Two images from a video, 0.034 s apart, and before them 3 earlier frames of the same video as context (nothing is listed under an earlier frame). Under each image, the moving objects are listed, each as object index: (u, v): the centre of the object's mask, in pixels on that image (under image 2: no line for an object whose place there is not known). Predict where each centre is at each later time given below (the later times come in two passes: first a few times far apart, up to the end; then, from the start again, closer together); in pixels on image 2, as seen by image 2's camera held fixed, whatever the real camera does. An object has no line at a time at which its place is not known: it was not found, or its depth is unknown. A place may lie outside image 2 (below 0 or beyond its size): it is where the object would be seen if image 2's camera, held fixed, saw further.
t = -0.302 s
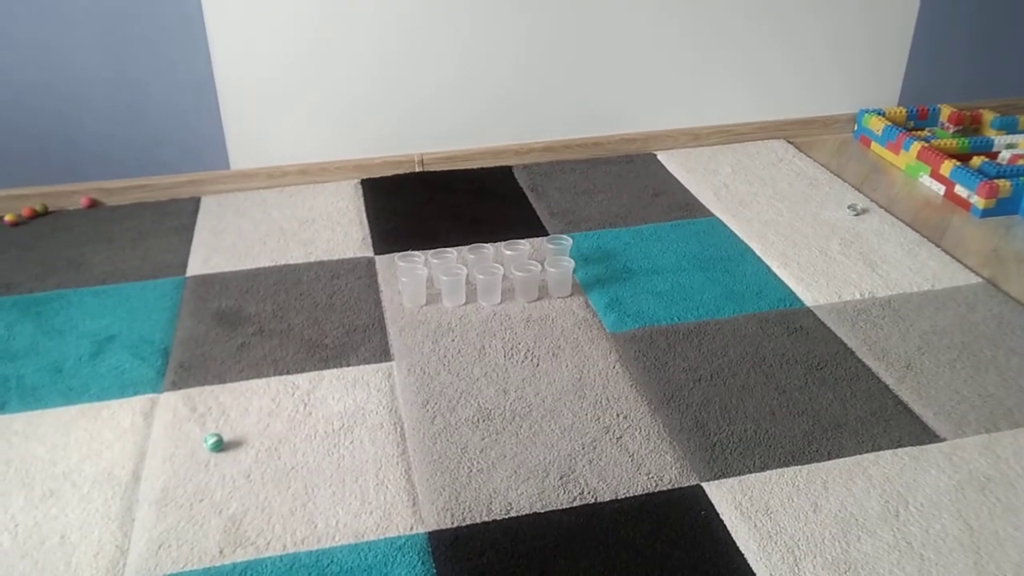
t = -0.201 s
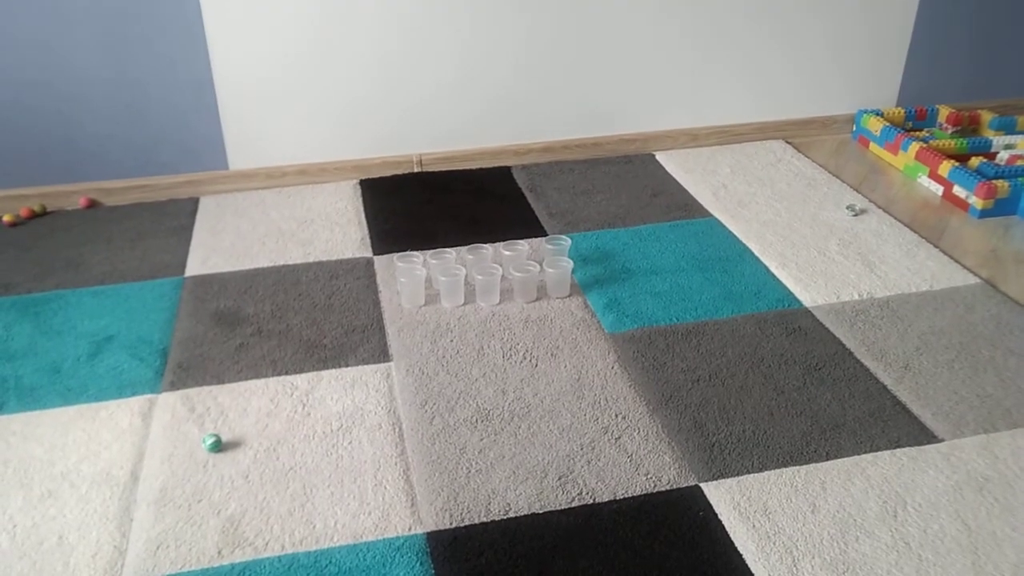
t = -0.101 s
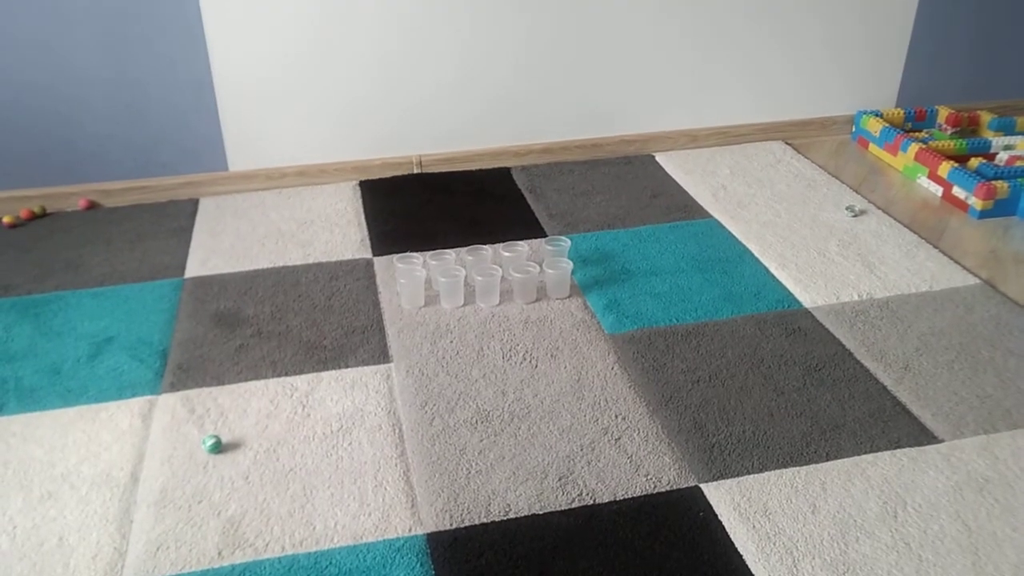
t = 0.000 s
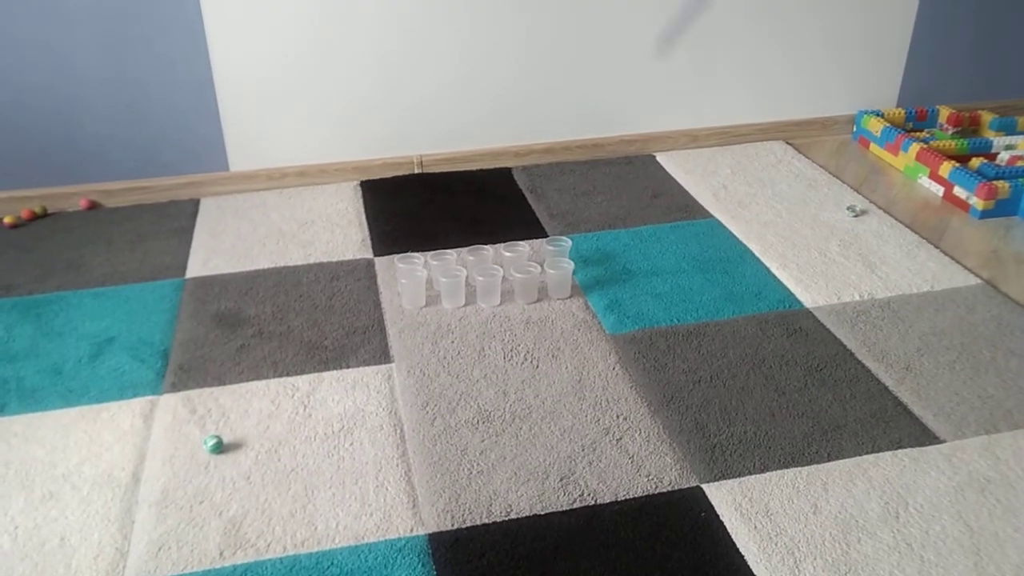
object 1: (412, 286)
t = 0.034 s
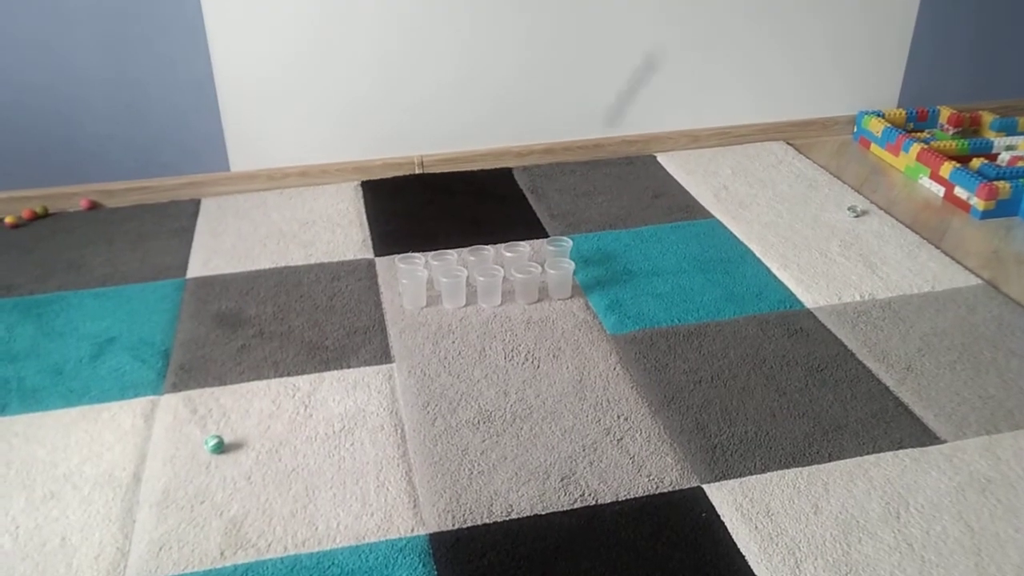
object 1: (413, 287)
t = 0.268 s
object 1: (408, 284)
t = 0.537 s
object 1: (413, 288)
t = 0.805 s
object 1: (412, 286)
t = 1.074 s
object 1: (411, 286)
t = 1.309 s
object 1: (412, 287)
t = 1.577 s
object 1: (412, 287)
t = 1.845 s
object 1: (412, 286)
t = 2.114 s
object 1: (413, 287)
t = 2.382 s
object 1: (413, 287)
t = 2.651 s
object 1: (413, 287)
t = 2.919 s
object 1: (412, 287)
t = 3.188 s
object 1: (413, 287)
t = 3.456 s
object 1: (412, 286)
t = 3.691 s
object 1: (412, 286)
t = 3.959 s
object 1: (412, 286)
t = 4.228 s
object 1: (412, 286)
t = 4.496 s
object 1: (412, 286)
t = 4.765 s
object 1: (412, 286)
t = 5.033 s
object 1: (412, 287)
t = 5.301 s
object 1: (412, 287)
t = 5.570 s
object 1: (412, 286)
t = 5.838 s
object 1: (387, 291)
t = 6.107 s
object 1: (385, 291)
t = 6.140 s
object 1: (385, 291)
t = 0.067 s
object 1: (413, 287)
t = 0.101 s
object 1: (413, 287)
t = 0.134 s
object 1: (413, 286)
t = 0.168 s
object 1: (413, 286)
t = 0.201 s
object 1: (413, 286)
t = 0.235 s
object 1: (412, 286)
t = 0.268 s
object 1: (408, 284)
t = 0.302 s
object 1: (408, 286)
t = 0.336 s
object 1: (406, 285)
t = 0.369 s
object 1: (406, 285)
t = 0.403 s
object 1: (409, 286)
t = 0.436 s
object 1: (412, 288)
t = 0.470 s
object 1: (414, 289)
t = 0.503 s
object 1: (414, 288)
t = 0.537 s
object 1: (413, 288)
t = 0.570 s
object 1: (412, 288)
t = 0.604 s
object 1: (411, 287)
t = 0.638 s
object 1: (411, 287)
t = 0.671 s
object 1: (412, 287)
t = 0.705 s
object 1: (413, 286)
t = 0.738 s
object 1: (412, 286)
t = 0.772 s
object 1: (411, 286)
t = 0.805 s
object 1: (412, 286)
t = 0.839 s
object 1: (412, 286)
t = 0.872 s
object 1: (412, 286)
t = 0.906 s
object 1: (412, 286)
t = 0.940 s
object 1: (412, 286)
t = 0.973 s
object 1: (412, 286)
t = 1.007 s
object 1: (412, 286)
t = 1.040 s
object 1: (412, 286)
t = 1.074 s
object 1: (411, 286)
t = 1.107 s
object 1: (412, 286)
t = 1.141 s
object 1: (411, 286)
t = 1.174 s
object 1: (412, 286)
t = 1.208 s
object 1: (412, 286)
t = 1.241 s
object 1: (412, 286)
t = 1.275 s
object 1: (412, 287)
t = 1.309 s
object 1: (412, 287)
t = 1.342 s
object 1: (412, 287)
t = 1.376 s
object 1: (412, 287)
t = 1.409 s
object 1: (412, 287)
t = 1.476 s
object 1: (412, 286)
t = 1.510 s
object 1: (412, 287)
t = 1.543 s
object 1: (412, 287)
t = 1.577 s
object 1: (412, 287)
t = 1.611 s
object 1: (412, 286)
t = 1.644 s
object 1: (412, 286)
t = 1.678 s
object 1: (412, 287)
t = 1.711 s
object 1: (412, 286)
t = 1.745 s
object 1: (412, 286)
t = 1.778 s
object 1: (412, 286)
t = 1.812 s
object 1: (412, 286)
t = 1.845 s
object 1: (412, 286)
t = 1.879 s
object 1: (412, 286)
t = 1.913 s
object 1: (412, 286)
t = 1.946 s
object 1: (412, 287)
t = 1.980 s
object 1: (412, 287)
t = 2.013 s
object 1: (412, 287)
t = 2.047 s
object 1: (413, 287)
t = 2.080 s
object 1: (413, 287)
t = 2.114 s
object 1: (413, 287)
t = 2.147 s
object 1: (413, 287)
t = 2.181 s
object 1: (412, 286)
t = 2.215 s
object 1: (412, 287)
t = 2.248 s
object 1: (413, 287)
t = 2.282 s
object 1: (413, 287)
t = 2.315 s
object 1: (413, 287)
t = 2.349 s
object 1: (413, 287)
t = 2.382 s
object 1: (413, 287)
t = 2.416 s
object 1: (413, 287)
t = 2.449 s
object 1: (412, 287)
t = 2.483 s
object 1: (412, 287)
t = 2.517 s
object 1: (413, 287)
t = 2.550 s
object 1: (413, 287)
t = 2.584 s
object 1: (413, 287)
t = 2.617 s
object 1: (413, 288)
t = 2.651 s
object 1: (413, 287)
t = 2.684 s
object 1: (413, 287)
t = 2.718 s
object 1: (413, 287)
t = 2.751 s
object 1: (413, 287)
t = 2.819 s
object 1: (413, 288)
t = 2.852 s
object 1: (413, 288)
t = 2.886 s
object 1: (413, 287)
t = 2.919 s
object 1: (412, 287)
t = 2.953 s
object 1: (412, 287)
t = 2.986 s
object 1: (413, 287)
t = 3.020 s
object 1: (413, 287)
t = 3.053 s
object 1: (413, 287)
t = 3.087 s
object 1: (413, 287)
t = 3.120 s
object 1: (413, 287)
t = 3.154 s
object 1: (413, 287)
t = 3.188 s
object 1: (413, 287)
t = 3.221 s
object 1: (413, 287)
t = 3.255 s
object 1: (413, 288)
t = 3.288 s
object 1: (413, 287)
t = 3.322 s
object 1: (413, 287)
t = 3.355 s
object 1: (412, 286)
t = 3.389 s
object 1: (412, 286)
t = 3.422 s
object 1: (412, 286)
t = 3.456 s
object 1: (412, 286)
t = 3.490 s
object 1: (412, 286)
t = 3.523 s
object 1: (412, 286)
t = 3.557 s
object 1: (412, 286)
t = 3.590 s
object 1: (412, 286)
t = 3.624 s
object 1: (412, 287)
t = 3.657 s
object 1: (412, 287)
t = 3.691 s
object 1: (412, 286)
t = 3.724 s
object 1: (412, 286)
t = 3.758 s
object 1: (412, 286)
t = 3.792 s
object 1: (412, 287)
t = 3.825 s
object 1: (412, 287)
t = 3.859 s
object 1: (412, 287)
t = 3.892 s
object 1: (412, 286)
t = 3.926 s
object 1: (412, 286)
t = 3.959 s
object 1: (412, 286)
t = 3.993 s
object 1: (412, 286)
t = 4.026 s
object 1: (412, 286)
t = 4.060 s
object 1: (412, 286)
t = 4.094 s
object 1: (412, 286)
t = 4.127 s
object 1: (412, 286)
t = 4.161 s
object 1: (412, 286)
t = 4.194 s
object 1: (412, 286)
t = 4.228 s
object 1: (412, 286)
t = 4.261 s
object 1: (412, 286)
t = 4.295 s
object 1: (412, 286)
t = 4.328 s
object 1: (411, 286)
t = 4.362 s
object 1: (412, 286)
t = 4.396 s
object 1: (411, 286)
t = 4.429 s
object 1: (411, 286)
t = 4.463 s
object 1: (411, 286)
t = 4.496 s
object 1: (412, 286)
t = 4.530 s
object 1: (411, 286)
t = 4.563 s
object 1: (411, 286)
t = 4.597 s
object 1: (412, 286)
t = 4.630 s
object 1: (412, 286)
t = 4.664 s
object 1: (411, 286)
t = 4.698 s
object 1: (412, 286)
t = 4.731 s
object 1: (412, 286)
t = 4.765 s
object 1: (412, 286)
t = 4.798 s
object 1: (412, 286)
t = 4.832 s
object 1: (412, 286)
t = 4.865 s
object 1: (412, 286)
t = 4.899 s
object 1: (412, 287)
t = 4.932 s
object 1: (412, 287)
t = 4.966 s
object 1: (412, 287)
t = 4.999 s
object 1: (412, 287)
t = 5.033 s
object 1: (412, 287)
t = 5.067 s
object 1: (412, 287)
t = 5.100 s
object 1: (412, 287)
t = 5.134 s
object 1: (412, 287)
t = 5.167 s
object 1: (412, 287)
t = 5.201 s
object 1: (412, 287)
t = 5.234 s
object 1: (412, 287)
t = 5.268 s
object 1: (412, 287)
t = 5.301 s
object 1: (412, 287)
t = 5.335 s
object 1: (412, 287)
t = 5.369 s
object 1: (412, 287)
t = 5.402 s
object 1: (412, 286)
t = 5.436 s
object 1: (412, 286)
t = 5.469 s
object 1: (412, 286)
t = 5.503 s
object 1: (412, 286)
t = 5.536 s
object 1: (412, 287)
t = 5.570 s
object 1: (412, 286)
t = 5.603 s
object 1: (412, 286)
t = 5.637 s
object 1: (412, 287)
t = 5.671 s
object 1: (407, 286)
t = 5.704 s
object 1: (406, 287)
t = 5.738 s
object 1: (403, 287)
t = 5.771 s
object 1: (397, 286)
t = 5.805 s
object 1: (394, 287)
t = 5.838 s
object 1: (387, 291)
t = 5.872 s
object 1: (385, 291)
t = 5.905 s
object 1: (385, 292)
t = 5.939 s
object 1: (385, 292)
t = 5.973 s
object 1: (385, 292)
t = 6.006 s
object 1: (385, 292)
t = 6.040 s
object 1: (385, 292)
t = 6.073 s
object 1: (385, 292)
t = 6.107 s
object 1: (385, 291)
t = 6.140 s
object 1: (385, 291)
